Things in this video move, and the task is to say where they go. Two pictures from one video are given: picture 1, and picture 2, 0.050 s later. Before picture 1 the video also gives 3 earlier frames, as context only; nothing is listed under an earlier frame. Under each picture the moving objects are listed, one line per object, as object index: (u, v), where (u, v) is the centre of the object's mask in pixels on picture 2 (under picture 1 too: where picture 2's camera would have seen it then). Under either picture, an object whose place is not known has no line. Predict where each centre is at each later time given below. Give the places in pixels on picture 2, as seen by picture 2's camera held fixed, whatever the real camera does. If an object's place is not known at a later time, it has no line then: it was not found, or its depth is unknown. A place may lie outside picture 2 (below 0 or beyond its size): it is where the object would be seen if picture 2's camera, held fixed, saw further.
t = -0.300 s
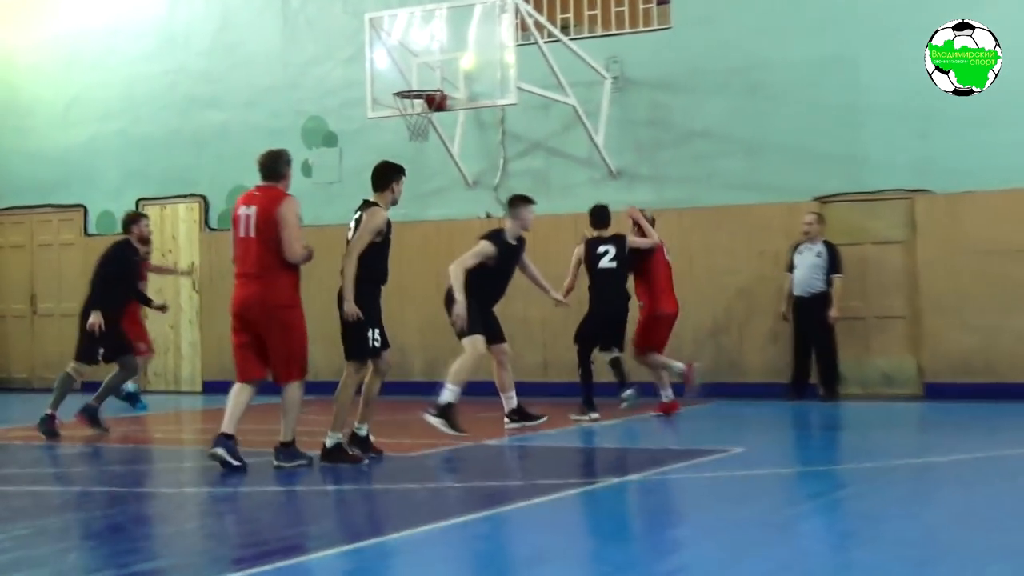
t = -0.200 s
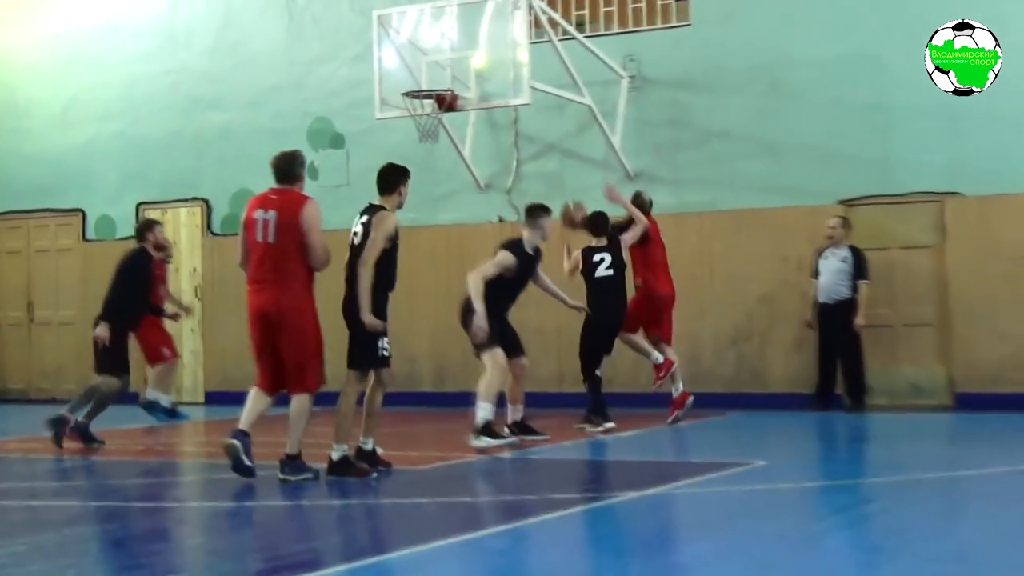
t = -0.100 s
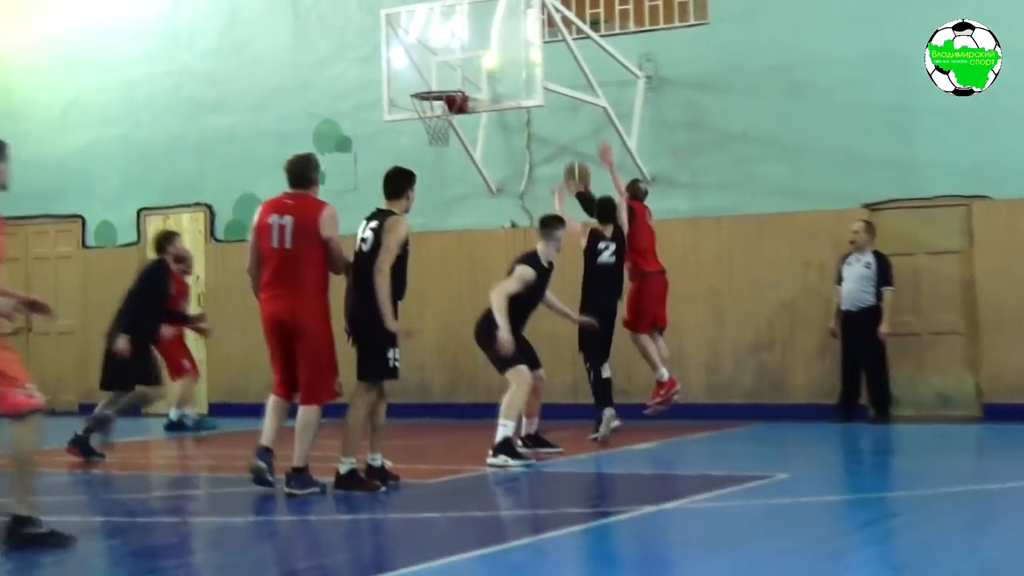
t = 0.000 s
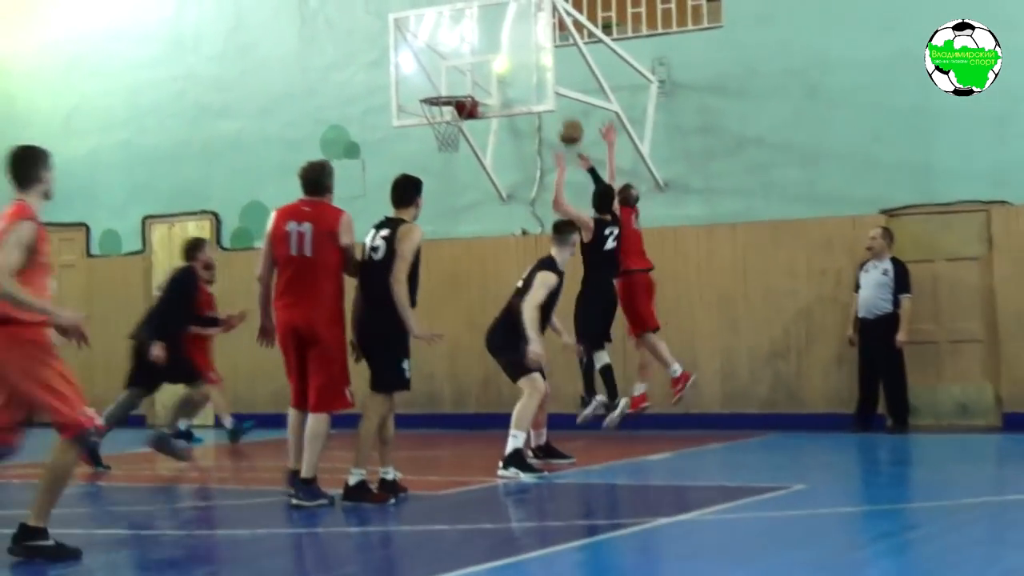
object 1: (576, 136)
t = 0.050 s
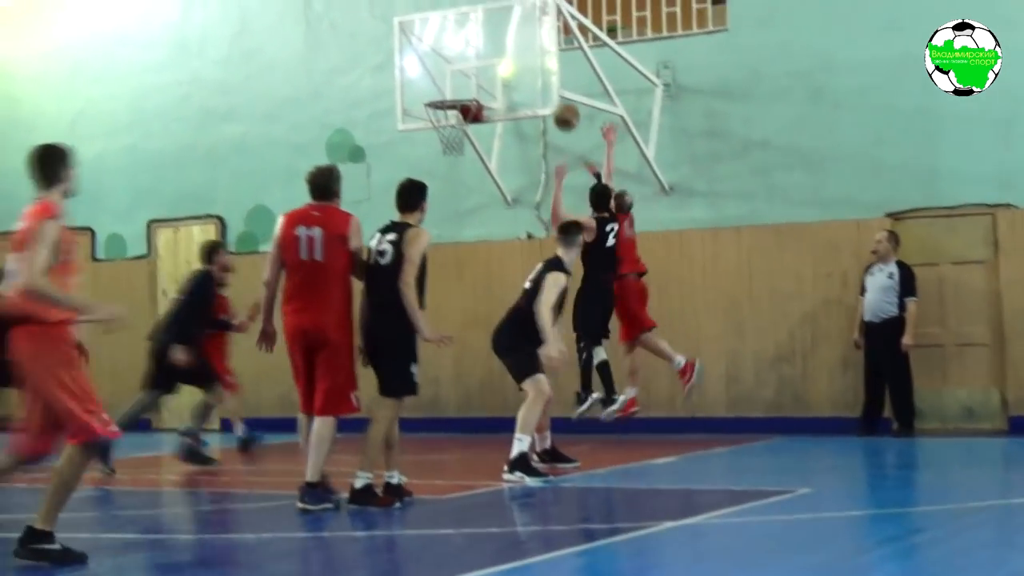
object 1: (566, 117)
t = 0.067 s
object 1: (563, 110)
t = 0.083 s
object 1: (560, 104)
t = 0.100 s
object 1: (556, 98)
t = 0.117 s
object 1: (553, 92)
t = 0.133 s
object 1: (550, 89)
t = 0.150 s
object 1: (548, 85)
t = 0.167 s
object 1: (544, 81)
